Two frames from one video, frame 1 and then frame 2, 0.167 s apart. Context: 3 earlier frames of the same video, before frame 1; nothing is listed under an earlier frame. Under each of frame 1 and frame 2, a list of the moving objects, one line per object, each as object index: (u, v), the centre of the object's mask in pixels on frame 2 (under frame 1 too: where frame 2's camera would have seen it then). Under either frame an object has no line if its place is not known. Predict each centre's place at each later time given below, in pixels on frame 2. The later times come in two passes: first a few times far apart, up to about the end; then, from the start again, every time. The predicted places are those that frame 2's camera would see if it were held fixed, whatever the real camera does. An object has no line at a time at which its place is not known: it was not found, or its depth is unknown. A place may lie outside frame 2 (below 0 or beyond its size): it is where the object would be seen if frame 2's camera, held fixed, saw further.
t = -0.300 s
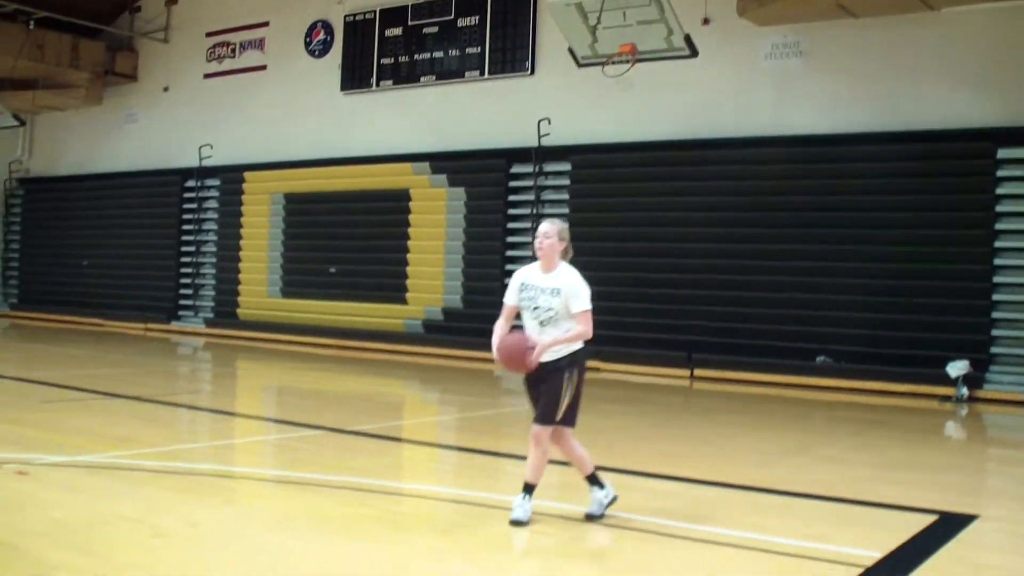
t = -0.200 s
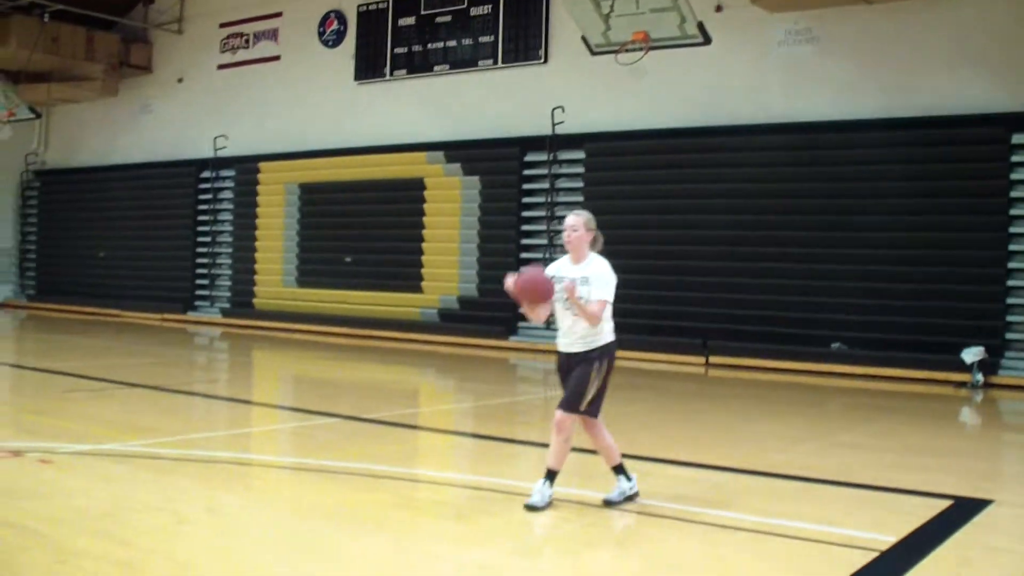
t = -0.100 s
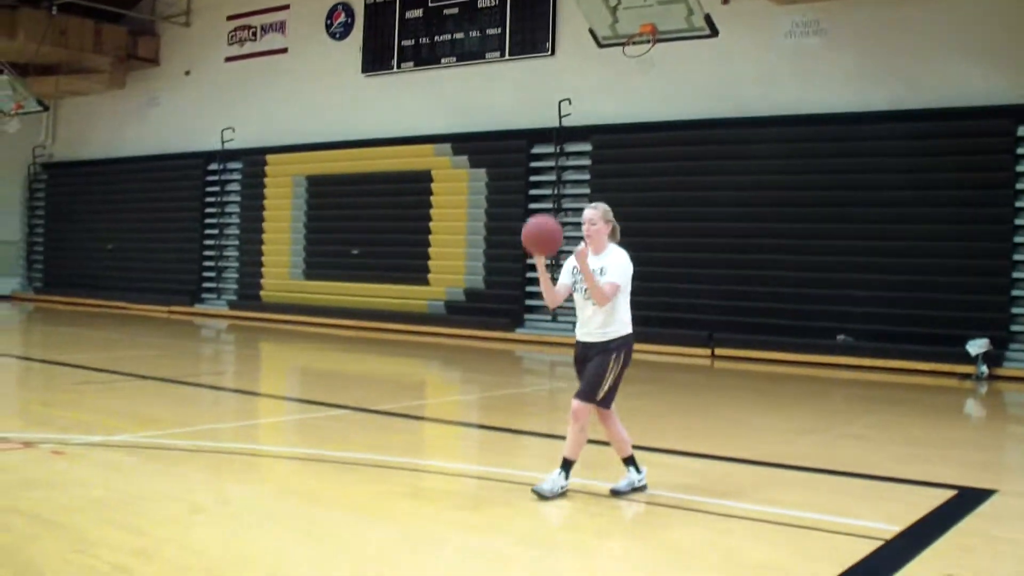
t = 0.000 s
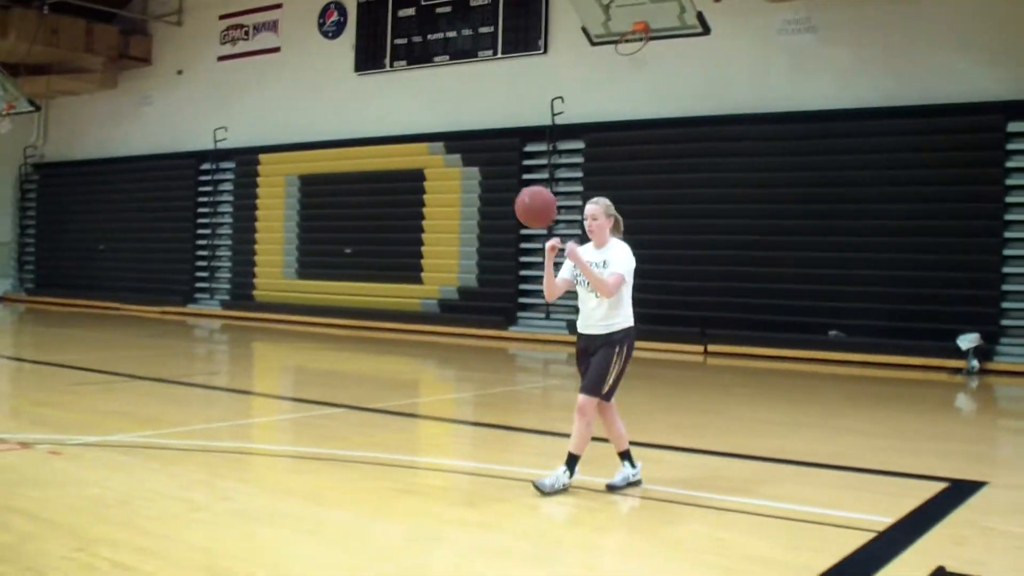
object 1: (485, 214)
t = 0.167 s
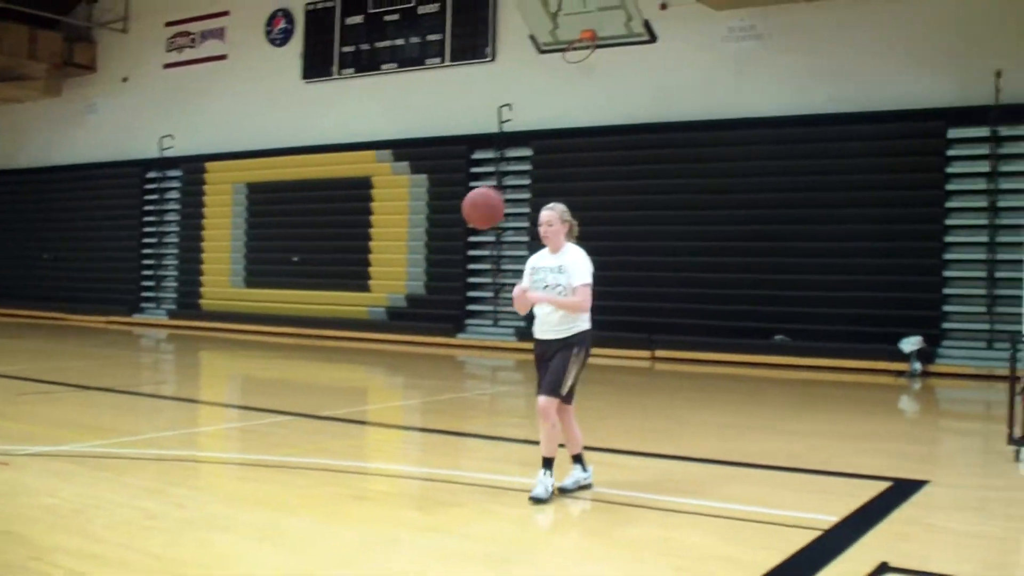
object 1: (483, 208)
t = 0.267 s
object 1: (480, 229)
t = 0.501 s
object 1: (476, 344)
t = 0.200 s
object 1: (482, 213)
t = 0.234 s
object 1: (481, 220)
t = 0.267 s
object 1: (480, 229)
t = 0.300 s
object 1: (479, 240)
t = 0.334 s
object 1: (479, 254)
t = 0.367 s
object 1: (478, 268)
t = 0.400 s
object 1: (477, 284)
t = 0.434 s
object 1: (476, 301)
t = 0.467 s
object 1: (476, 320)
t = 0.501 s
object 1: (476, 344)
